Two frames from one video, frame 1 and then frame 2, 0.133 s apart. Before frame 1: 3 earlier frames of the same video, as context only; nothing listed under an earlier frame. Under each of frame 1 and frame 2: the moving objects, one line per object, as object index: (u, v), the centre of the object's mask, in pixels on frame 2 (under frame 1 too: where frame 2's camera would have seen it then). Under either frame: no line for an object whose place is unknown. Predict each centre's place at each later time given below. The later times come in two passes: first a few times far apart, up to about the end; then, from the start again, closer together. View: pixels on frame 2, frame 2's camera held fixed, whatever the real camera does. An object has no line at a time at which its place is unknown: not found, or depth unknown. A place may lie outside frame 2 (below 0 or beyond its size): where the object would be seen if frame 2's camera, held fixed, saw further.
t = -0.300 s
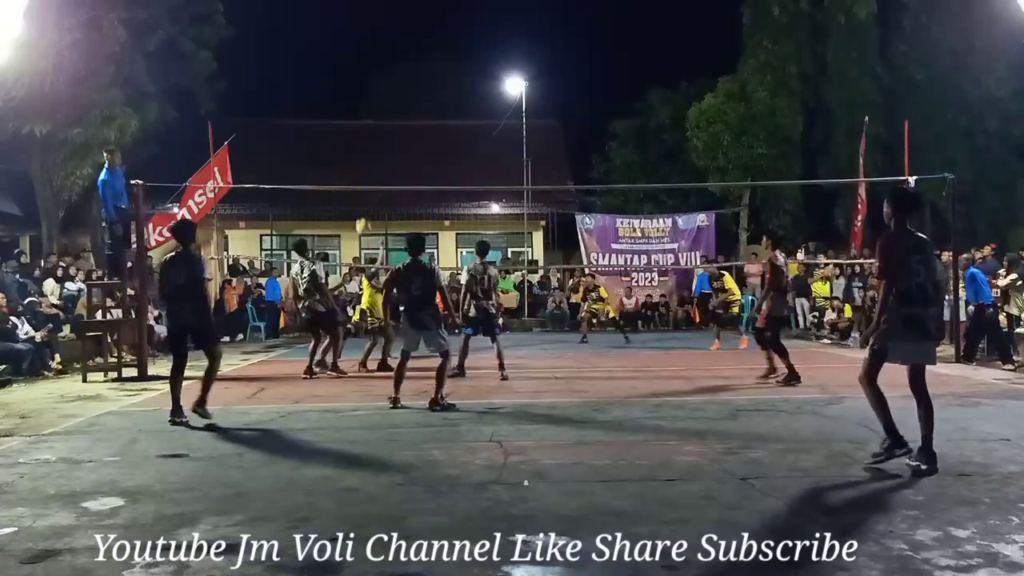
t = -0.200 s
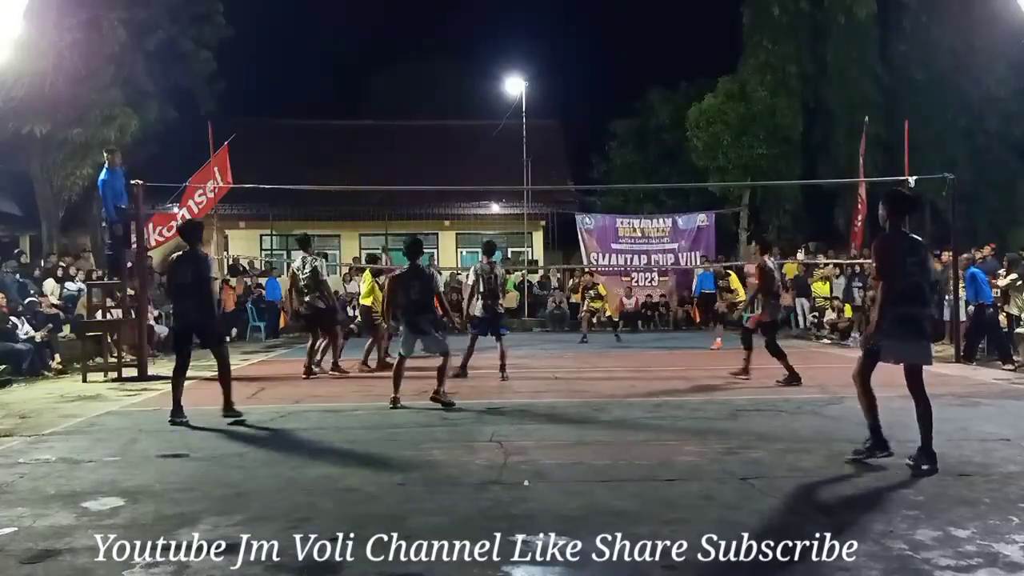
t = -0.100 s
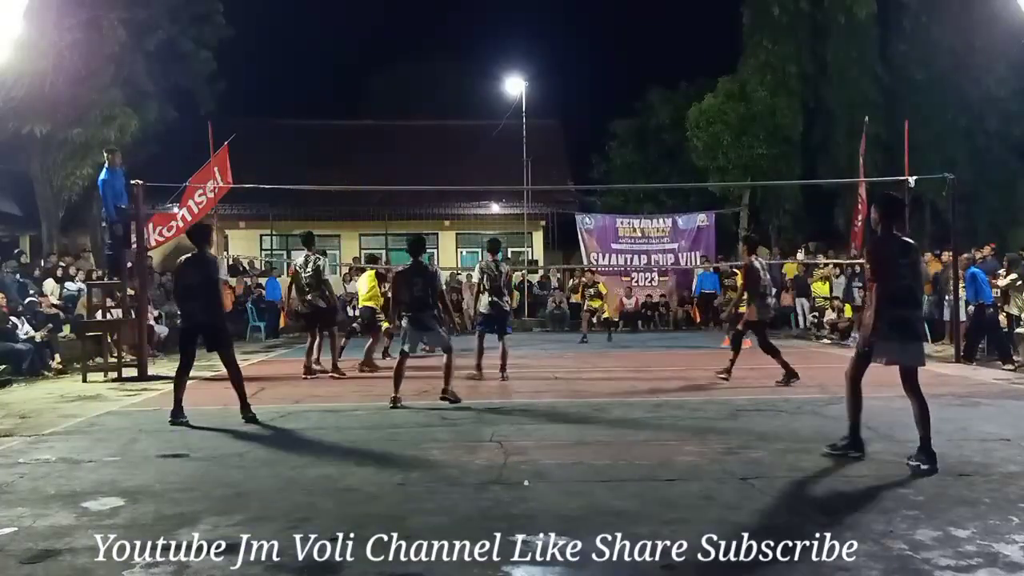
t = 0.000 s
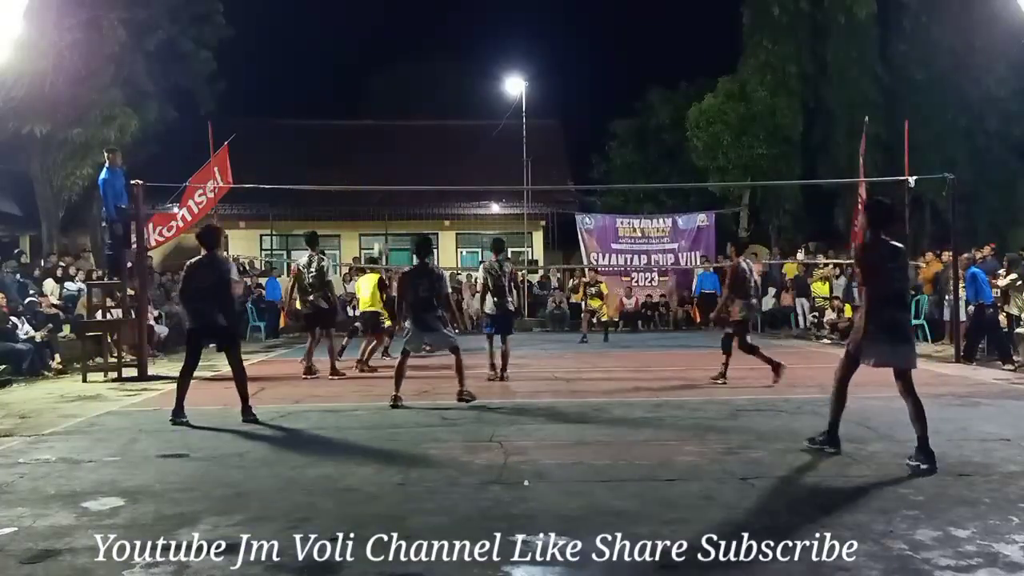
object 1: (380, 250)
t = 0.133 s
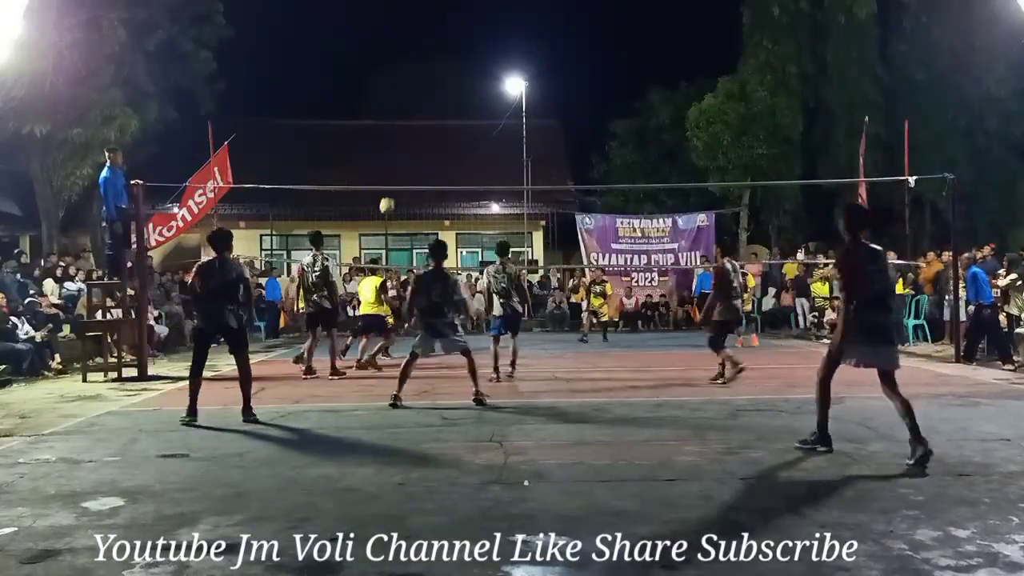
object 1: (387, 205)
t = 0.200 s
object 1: (390, 187)
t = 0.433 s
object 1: (402, 148)
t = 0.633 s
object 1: (414, 144)
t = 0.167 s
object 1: (388, 196)
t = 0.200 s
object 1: (390, 187)
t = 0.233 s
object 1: (392, 179)
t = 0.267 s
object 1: (393, 172)
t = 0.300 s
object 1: (395, 166)
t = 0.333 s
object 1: (397, 161)
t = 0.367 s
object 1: (399, 156)
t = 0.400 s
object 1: (400, 152)
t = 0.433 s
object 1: (402, 148)
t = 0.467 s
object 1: (404, 146)
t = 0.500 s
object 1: (406, 144)
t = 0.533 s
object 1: (408, 143)
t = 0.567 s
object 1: (410, 143)
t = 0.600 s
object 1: (412, 143)
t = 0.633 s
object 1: (414, 144)
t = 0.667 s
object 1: (416, 146)
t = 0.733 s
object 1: (418, 149)
